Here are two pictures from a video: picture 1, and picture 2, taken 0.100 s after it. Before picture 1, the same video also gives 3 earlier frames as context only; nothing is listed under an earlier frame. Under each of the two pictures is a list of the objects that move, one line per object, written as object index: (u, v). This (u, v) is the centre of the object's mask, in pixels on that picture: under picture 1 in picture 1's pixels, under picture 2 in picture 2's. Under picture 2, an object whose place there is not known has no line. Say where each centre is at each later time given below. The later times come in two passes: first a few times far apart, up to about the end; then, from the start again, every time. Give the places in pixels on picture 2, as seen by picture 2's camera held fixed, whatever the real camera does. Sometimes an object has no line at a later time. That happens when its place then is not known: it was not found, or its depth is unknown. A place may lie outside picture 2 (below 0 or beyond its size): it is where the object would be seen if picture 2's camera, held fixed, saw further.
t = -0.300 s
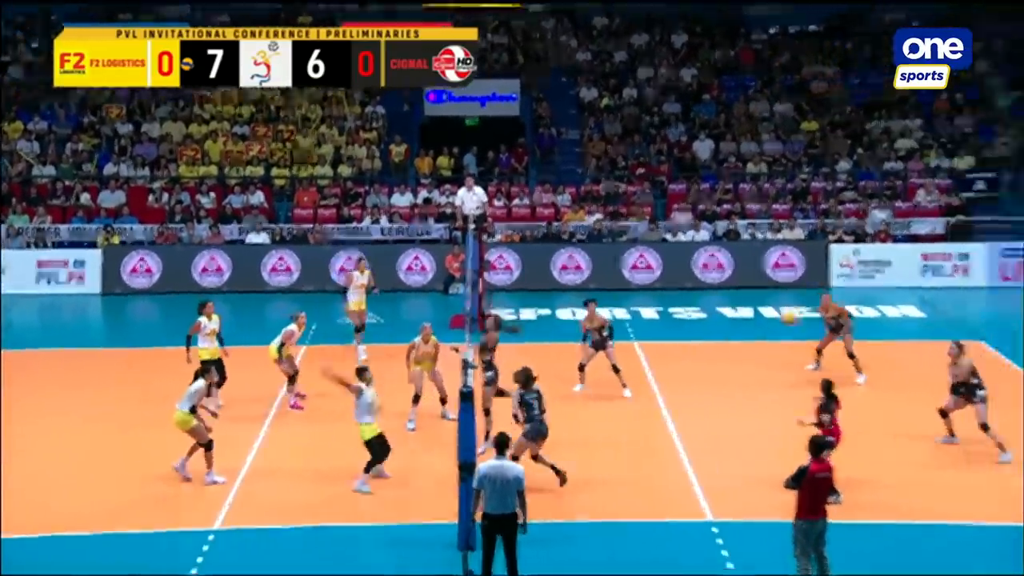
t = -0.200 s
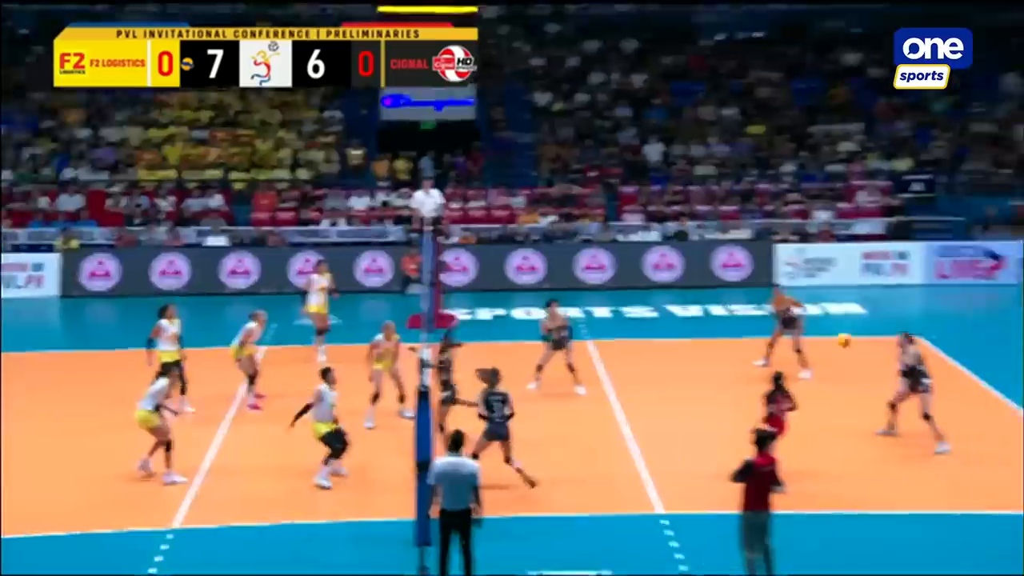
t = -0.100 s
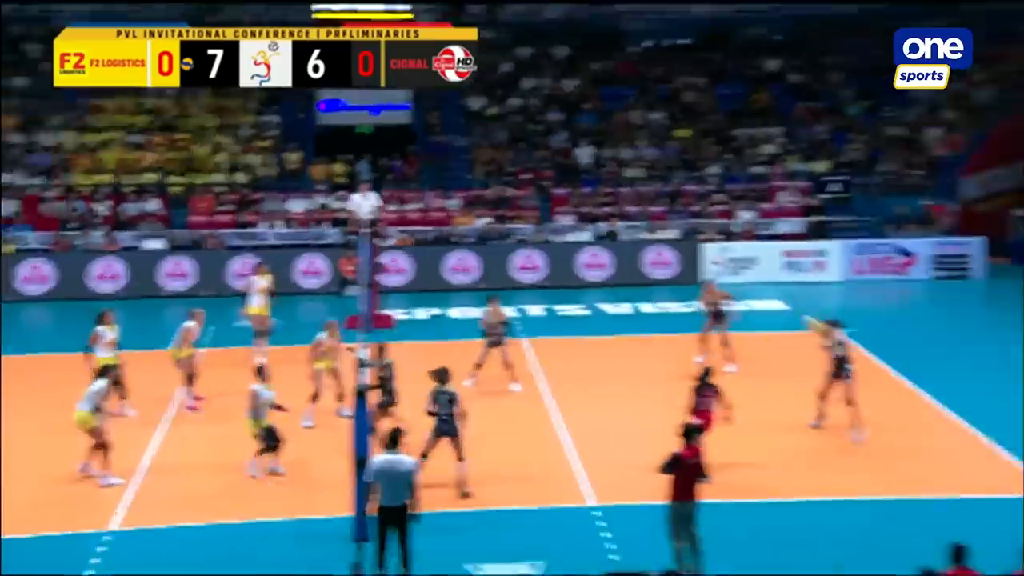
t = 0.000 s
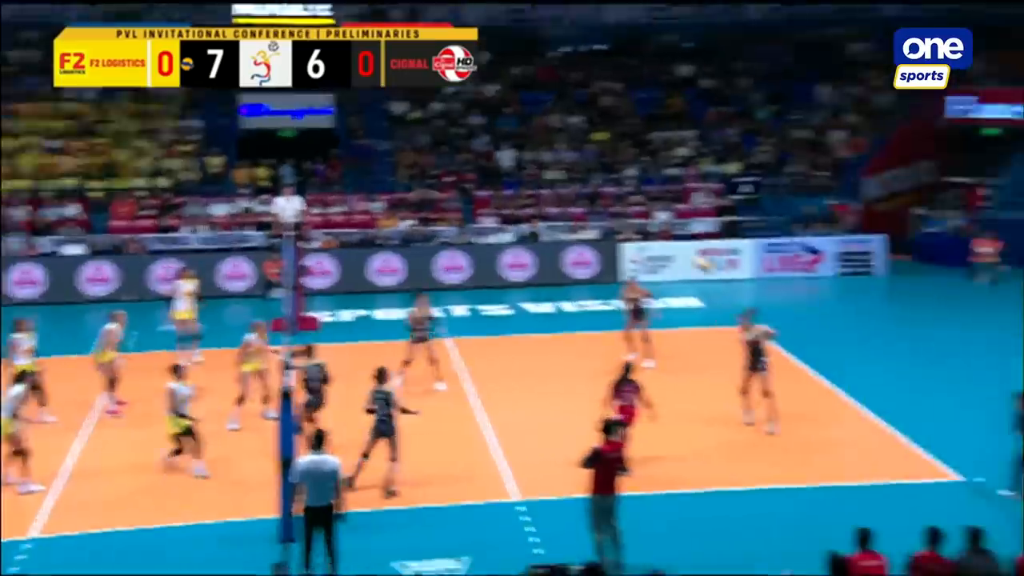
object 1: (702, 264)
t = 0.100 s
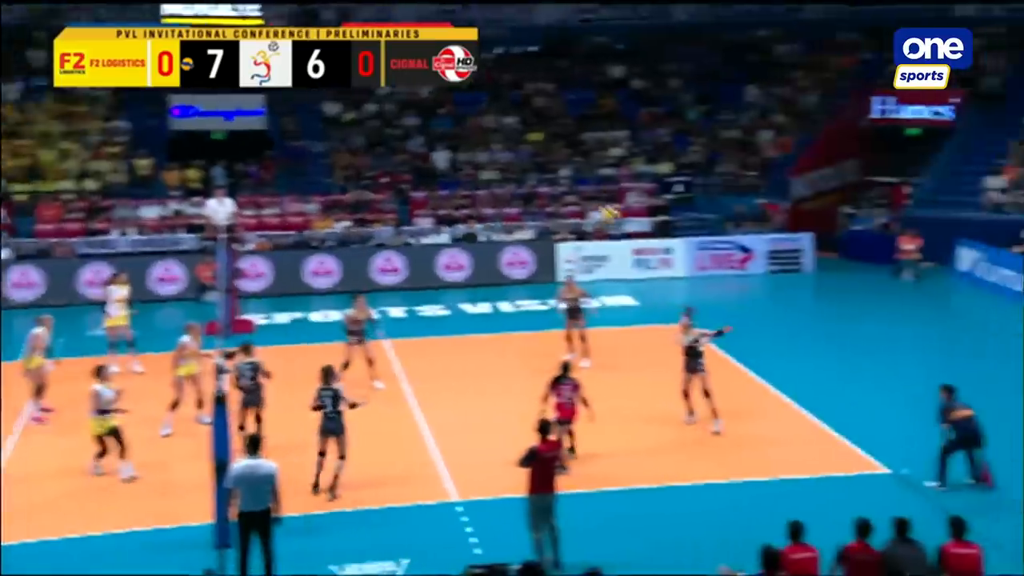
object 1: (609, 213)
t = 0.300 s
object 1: (554, 133)
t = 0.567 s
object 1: (482, 64)
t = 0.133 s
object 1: (599, 198)
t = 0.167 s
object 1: (589, 184)
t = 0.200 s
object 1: (582, 169)
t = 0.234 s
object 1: (572, 157)
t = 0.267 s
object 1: (563, 144)
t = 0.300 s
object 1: (554, 133)
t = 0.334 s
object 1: (544, 122)
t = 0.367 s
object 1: (535, 112)
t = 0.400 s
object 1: (526, 102)
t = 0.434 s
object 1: (517, 93)
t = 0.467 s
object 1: (508, 84)
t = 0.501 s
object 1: (500, 77)
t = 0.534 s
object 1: (491, 70)
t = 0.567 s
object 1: (482, 64)
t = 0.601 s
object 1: (474, 59)
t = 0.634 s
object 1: (465, 54)
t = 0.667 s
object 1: (457, 51)
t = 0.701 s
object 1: (447, 48)
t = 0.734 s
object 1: (441, 46)
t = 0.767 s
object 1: (433, 44)
